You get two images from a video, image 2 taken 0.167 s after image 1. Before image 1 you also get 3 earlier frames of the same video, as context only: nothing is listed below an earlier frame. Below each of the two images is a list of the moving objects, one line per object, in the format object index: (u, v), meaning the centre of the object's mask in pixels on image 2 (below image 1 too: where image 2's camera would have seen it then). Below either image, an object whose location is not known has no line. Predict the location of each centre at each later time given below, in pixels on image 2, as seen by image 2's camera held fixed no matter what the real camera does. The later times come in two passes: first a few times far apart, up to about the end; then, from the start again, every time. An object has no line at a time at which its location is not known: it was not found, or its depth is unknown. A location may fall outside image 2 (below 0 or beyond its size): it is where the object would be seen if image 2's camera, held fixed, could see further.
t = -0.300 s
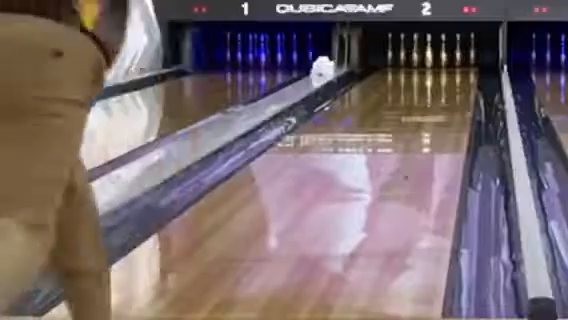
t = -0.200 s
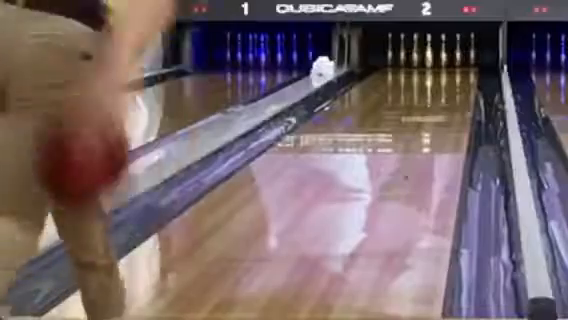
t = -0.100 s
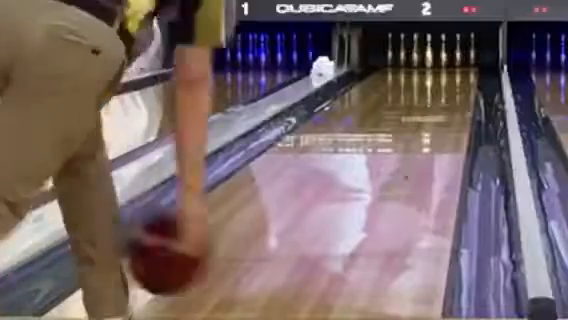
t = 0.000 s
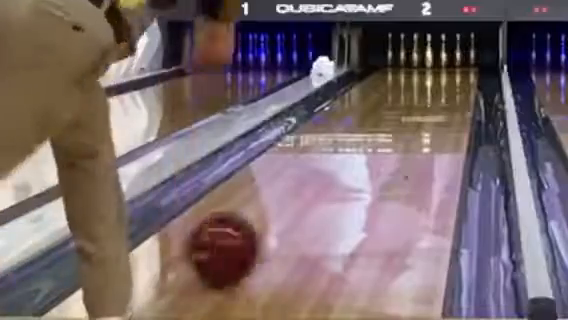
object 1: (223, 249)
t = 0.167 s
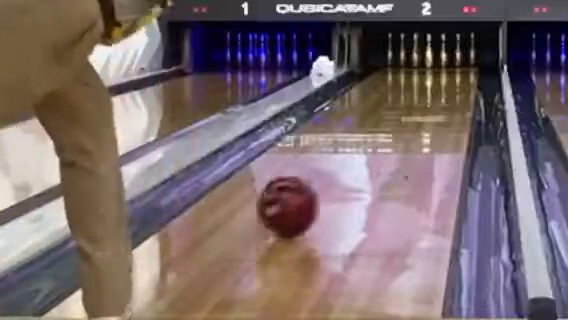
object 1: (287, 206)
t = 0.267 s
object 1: (315, 187)
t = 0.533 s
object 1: (370, 148)
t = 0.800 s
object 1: (405, 122)
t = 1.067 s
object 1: (428, 103)
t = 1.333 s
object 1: (443, 90)
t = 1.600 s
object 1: (453, 77)
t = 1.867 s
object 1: (454, 71)
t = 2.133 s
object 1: (446, 62)
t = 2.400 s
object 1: (438, 59)
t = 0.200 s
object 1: (297, 200)
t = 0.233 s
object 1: (307, 193)
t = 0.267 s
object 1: (315, 187)
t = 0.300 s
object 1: (324, 180)
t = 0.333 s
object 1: (331, 175)
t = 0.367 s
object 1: (339, 170)
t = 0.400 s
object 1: (345, 165)
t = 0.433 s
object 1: (352, 160)
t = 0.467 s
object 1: (358, 156)
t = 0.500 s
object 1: (364, 151)
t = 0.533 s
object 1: (370, 148)
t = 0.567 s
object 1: (375, 145)
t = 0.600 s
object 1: (380, 141)
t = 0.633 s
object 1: (385, 136)
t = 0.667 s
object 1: (389, 133)
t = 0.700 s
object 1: (394, 130)
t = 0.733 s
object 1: (398, 128)
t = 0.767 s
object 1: (402, 125)
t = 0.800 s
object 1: (405, 122)
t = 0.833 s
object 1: (408, 120)
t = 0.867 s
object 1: (411, 117)
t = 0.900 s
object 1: (415, 114)
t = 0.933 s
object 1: (418, 112)
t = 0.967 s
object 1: (420, 110)
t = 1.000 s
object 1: (423, 109)
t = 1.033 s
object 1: (427, 105)
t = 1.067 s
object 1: (428, 103)
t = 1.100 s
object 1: (432, 101)
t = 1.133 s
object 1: (433, 99)
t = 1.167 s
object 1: (435, 97)
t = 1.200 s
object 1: (437, 94)
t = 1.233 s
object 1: (439, 93)
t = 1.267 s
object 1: (441, 92)
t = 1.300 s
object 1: (442, 91)
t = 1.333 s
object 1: (443, 90)
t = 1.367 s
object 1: (445, 89)
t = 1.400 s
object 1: (446, 87)
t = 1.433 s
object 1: (446, 85)
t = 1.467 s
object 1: (449, 82)
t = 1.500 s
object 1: (451, 81)
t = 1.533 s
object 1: (453, 80)
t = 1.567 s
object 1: (453, 79)
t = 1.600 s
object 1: (453, 77)
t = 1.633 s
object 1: (453, 77)
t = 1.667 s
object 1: (454, 76)
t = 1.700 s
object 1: (454, 75)
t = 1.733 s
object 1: (454, 74)
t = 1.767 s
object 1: (454, 73)
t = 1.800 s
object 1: (454, 73)
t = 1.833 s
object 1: (454, 72)
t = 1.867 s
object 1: (454, 71)
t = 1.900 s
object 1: (454, 69)
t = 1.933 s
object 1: (454, 69)
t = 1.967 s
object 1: (454, 68)
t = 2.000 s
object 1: (453, 68)
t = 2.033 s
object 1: (450, 65)
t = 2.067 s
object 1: (450, 65)
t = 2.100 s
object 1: (449, 65)
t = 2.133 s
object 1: (446, 62)
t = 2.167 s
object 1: (445, 62)
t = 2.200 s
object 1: (445, 62)
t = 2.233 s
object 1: (445, 61)
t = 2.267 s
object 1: (440, 59)
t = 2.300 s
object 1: (438, 59)
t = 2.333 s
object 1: (439, 58)
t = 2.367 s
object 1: (438, 58)
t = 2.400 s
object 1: (438, 59)
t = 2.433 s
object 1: (438, 58)
